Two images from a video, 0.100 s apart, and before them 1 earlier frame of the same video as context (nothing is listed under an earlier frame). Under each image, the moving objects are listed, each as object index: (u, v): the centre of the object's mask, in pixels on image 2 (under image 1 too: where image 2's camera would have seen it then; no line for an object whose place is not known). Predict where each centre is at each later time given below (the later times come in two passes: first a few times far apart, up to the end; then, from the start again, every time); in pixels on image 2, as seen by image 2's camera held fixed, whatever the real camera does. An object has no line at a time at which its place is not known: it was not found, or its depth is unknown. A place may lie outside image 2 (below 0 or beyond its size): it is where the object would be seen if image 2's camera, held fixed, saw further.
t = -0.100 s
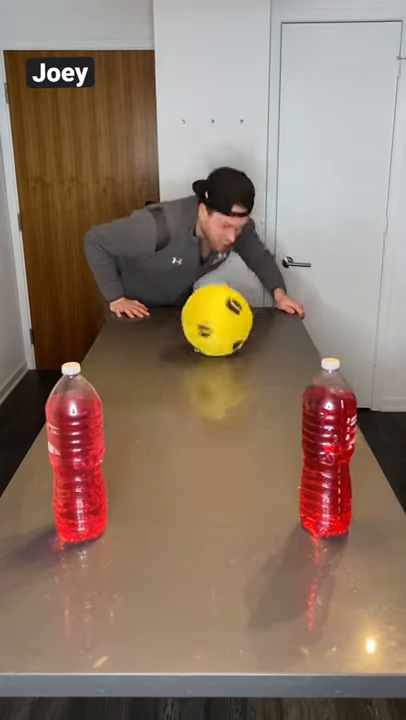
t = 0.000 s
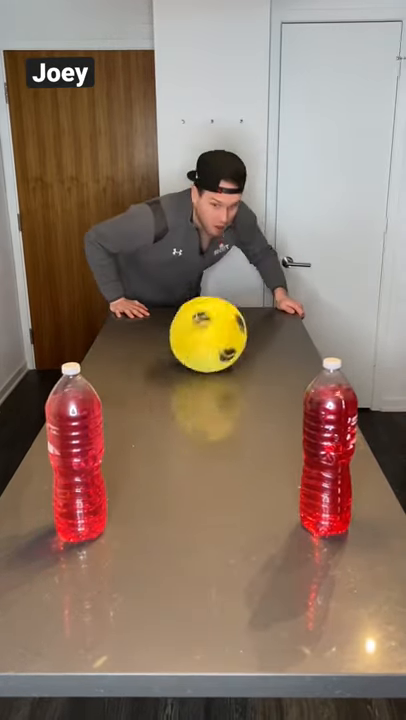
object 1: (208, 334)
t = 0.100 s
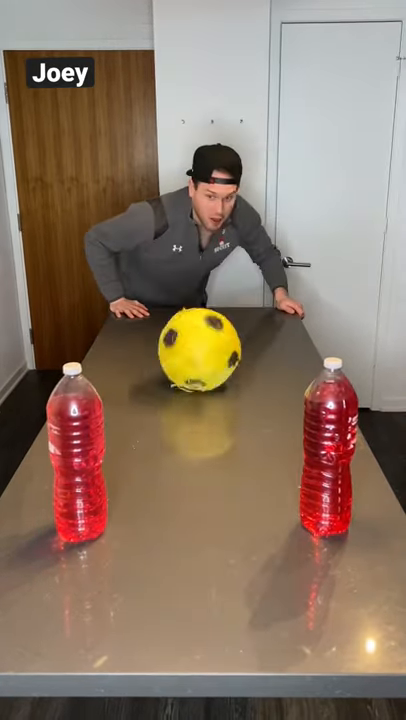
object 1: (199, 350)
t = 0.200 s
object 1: (189, 366)
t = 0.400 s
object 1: (163, 412)
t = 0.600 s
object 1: (166, 451)
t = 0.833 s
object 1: (243, 473)
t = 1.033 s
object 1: (229, 492)
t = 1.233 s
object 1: (213, 511)
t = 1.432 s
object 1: (187, 530)
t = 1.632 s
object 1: (166, 545)
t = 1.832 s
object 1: (145, 555)
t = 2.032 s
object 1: (128, 559)
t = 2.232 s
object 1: (130, 559)
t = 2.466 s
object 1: (144, 554)
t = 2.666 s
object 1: (150, 547)
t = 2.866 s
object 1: (149, 539)
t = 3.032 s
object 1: (142, 532)
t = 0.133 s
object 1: (195, 354)
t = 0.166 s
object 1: (192, 361)
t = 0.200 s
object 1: (189, 366)
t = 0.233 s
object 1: (185, 374)
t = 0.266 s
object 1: (181, 381)
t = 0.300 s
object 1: (177, 386)
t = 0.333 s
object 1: (173, 391)
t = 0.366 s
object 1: (168, 400)
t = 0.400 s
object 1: (163, 412)
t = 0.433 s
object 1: (159, 422)
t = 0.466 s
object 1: (155, 431)
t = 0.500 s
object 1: (153, 441)
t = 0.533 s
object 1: (149, 455)
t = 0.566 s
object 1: (155, 450)
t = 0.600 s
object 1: (166, 451)
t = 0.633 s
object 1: (182, 454)
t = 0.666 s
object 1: (196, 459)
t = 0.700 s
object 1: (208, 460)
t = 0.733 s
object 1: (221, 465)
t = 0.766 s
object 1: (233, 468)
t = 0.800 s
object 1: (244, 470)
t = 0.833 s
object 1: (243, 473)
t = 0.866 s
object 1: (238, 477)
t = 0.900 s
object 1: (236, 479)
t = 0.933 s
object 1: (234, 483)
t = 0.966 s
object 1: (232, 486)
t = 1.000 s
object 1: (230, 489)
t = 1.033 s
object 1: (229, 492)
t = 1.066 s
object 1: (227, 495)
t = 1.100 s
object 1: (225, 498)
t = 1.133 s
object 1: (222, 500)
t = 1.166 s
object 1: (220, 504)
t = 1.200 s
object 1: (217, 508)
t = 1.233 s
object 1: (213, 511)
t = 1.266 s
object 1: (209, 515)
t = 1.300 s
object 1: (205, 517)
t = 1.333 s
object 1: (200, 520)
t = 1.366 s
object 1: (196, 523)
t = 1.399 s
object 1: (191, 527)
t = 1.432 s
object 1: (187, 530)
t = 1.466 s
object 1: (183, 533)
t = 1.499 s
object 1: (179, 535)
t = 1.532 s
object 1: (176, 538)
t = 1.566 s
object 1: (172, 540)
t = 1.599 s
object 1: (169, 543)
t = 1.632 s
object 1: (166, 545)
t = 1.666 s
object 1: (163, 546)
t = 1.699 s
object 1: (160, 549)
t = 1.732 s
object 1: (156, 550)
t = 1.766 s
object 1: (152, 552)
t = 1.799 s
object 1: (148, 553)
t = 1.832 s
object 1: (145, 555)
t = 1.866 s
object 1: (141, 556)
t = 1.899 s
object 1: (138, 557)
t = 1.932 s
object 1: (134, 557)
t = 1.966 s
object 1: (132, 558)
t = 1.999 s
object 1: (130, 558)
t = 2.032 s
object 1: (128, 559)
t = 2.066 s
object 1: (127, 559)
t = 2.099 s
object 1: (127, 559)
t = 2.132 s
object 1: (127, 560)
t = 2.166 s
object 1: (127, 559)
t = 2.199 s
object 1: (128, 559)
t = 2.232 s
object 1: (130, 559)
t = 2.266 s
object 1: (131, 559)
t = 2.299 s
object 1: (133, 558)
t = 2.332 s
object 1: (135, 557)
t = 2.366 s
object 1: (137, 557)
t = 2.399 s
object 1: (139, 556)
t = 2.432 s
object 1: (142, 555)
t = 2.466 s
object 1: (144, 554)
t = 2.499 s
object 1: (146, 553)
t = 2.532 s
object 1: (148, 552)
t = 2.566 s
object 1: (149, 551)
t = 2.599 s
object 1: (150, 549)
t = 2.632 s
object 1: (150, 548)
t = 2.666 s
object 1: (150, 547)
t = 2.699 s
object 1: (151, 545)
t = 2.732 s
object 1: (151, 544)
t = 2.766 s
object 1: (151, 543)
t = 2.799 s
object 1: (150, 542)
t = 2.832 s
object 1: (150, 540)
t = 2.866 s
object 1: (149, 539)
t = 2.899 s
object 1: (148, 538)
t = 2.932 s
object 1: (147, 536)
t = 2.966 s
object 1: (145, 535)
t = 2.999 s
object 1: (143, 533)
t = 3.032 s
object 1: (142, 532)
